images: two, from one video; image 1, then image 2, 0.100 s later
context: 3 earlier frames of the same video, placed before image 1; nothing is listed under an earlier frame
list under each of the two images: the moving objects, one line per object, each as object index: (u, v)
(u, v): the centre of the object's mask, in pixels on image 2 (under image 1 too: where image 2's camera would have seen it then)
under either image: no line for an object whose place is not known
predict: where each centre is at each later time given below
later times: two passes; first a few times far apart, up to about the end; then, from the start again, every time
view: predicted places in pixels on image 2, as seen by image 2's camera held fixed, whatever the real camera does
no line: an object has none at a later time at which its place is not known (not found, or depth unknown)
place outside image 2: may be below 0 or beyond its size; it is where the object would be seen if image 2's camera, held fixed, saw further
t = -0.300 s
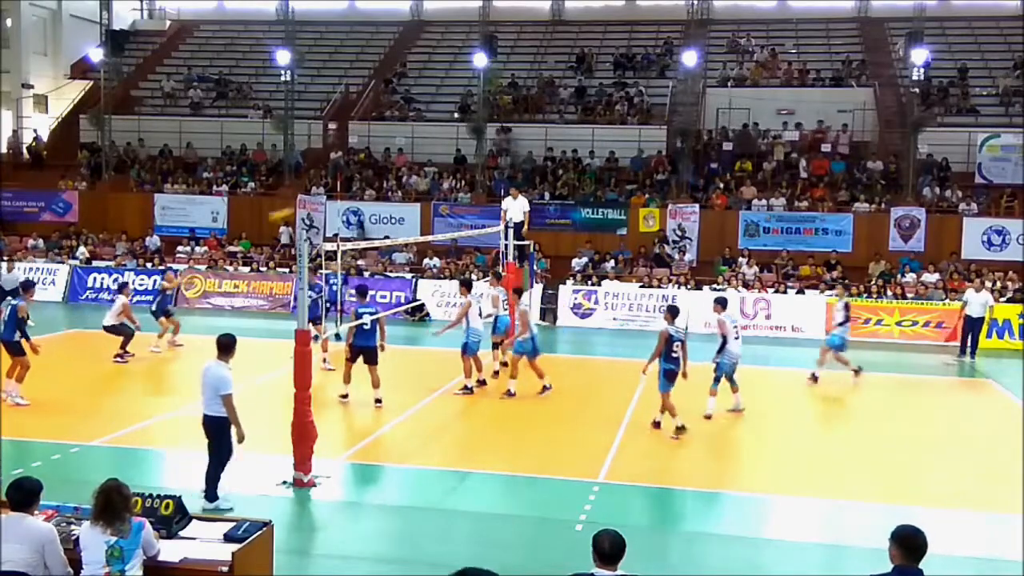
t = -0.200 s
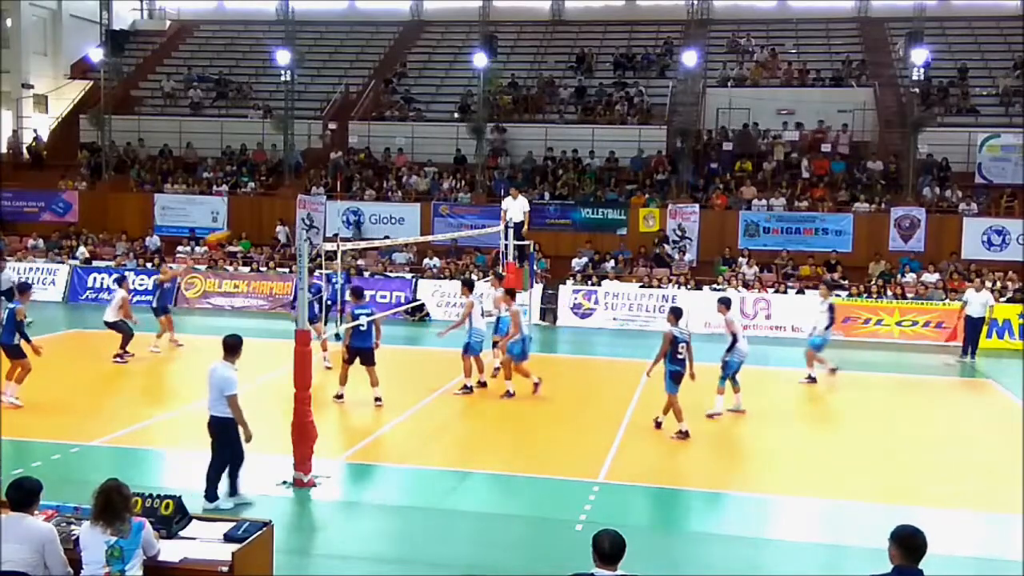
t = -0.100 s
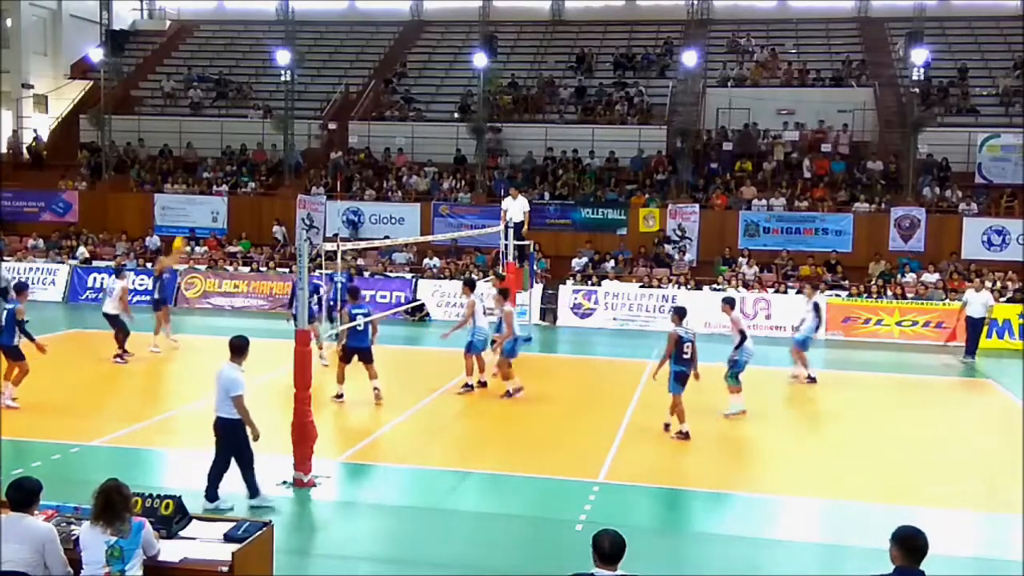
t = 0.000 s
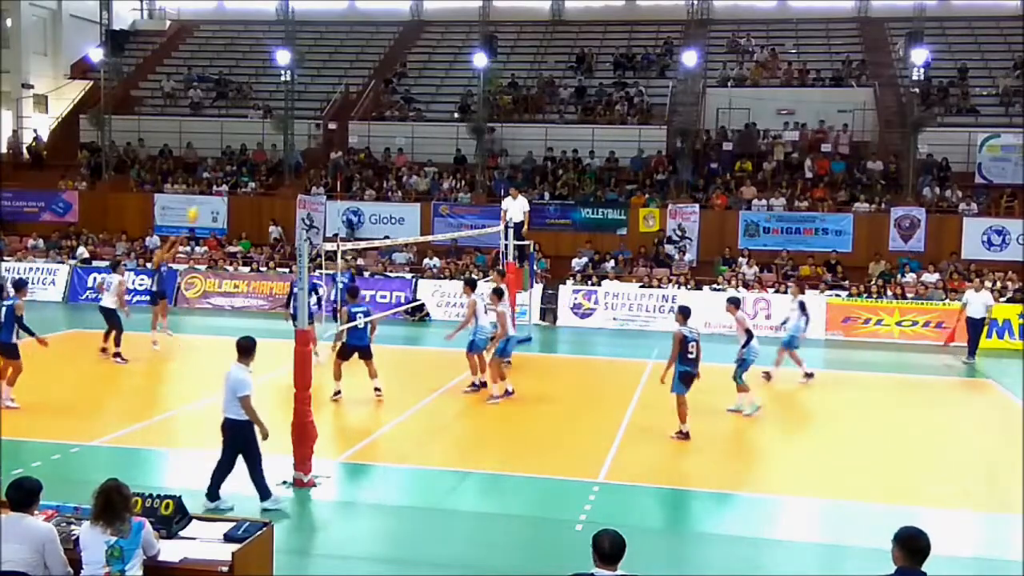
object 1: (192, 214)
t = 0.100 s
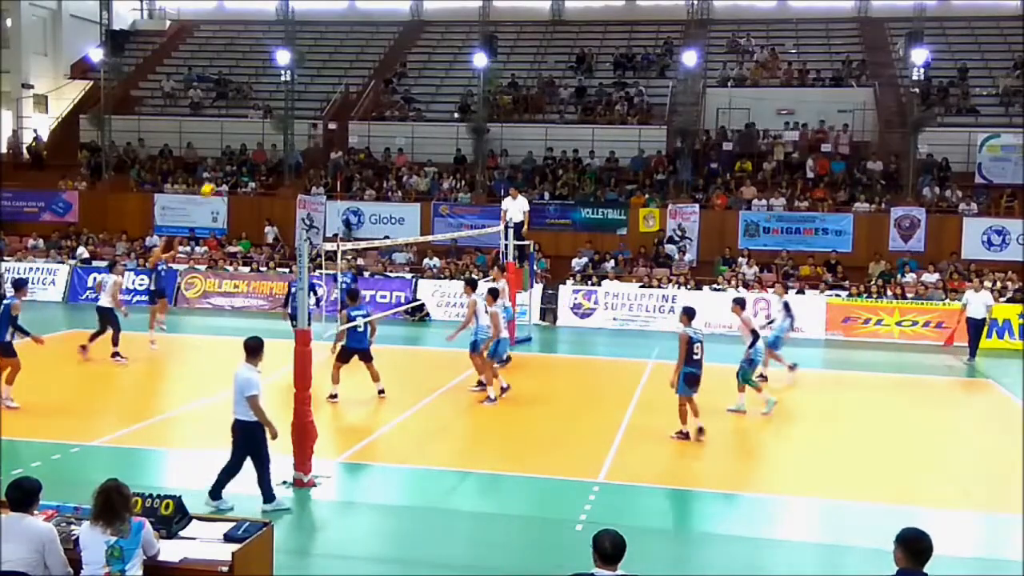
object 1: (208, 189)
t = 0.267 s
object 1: (232, 162)
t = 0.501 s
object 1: (268, 147)
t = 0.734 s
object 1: (305, 167)
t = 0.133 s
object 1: (212, 184)
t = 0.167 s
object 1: (217, 176)
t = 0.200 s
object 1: (222, 170)
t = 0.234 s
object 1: (227, 166)
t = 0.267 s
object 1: (232, 162)
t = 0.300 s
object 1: (237, 158)
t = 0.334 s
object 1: (242, 154)
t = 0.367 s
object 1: (247, 151)
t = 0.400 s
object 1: (252, 148)
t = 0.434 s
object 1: (258, 148)
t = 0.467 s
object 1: (263, 147)
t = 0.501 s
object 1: (268, 147)
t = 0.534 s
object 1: (275, 147)
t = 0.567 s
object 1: (279, 148)
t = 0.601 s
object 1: (284, 151)
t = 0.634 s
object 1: (288, 154)
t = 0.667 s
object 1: (294, 158)
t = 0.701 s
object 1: (300, 162)
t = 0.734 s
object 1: (305, 167)
